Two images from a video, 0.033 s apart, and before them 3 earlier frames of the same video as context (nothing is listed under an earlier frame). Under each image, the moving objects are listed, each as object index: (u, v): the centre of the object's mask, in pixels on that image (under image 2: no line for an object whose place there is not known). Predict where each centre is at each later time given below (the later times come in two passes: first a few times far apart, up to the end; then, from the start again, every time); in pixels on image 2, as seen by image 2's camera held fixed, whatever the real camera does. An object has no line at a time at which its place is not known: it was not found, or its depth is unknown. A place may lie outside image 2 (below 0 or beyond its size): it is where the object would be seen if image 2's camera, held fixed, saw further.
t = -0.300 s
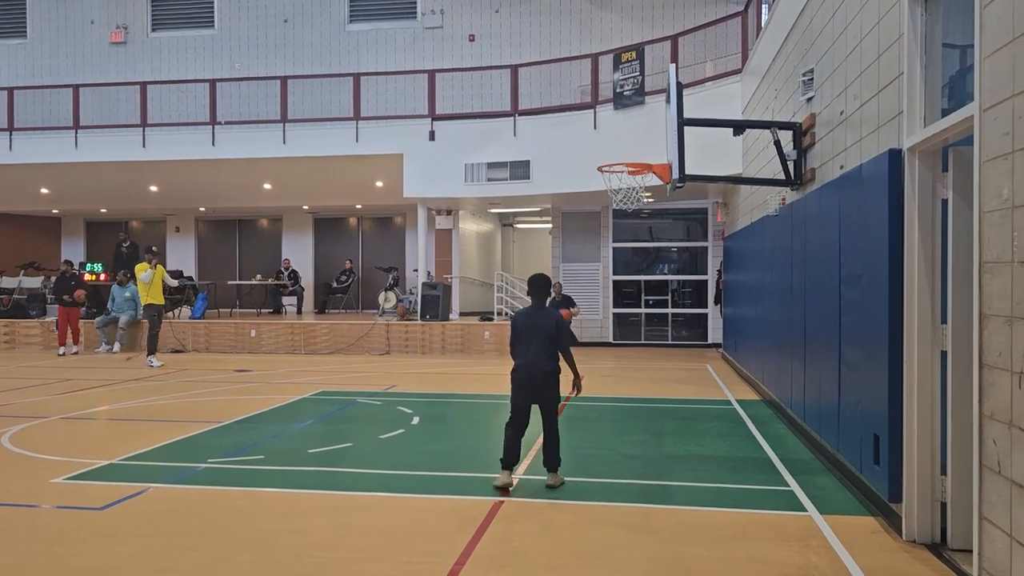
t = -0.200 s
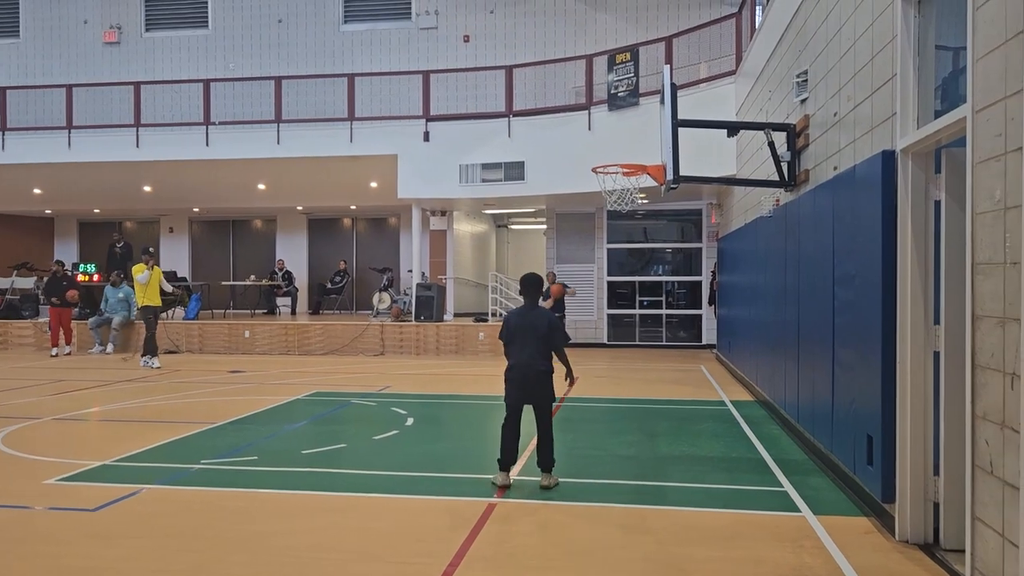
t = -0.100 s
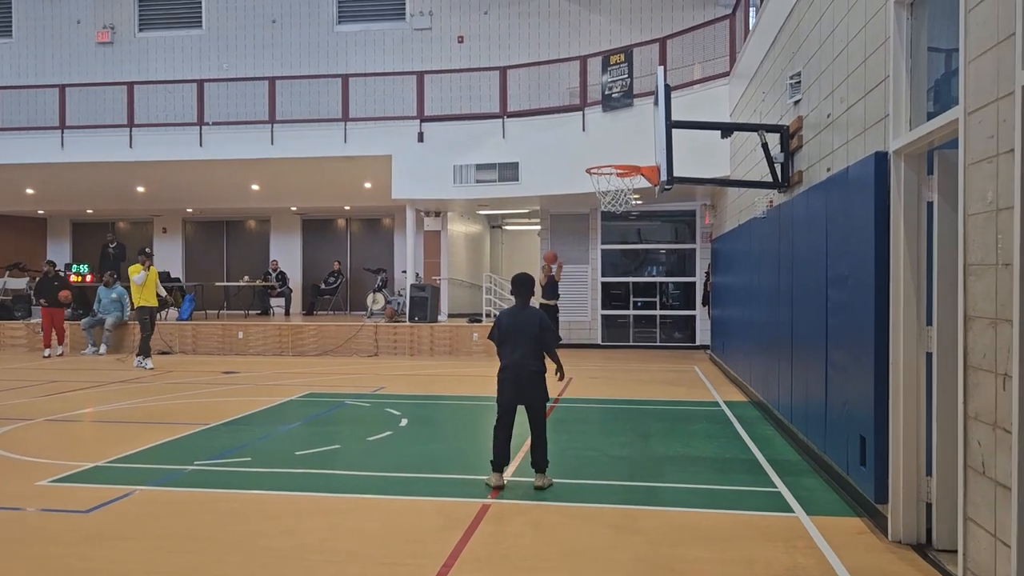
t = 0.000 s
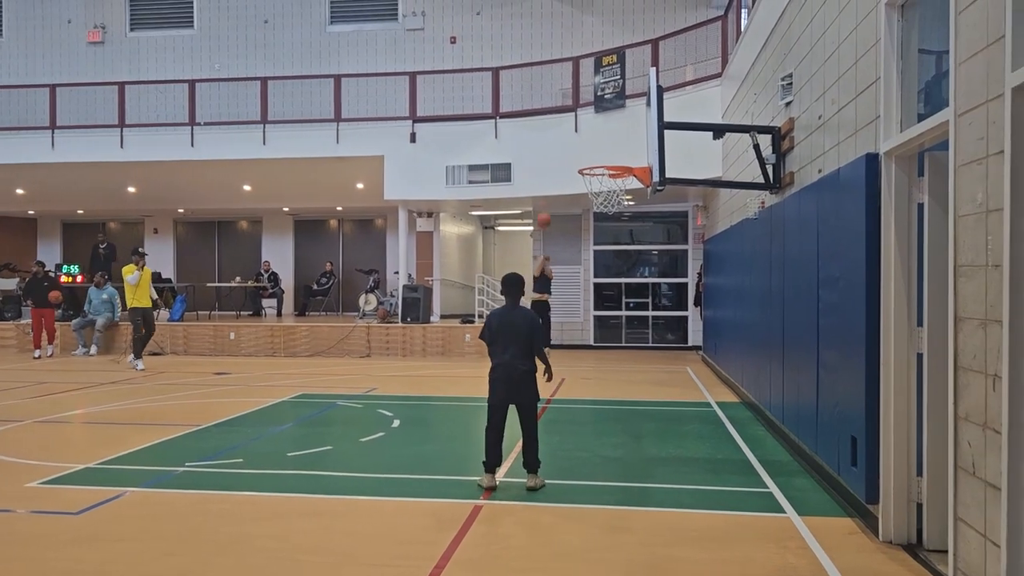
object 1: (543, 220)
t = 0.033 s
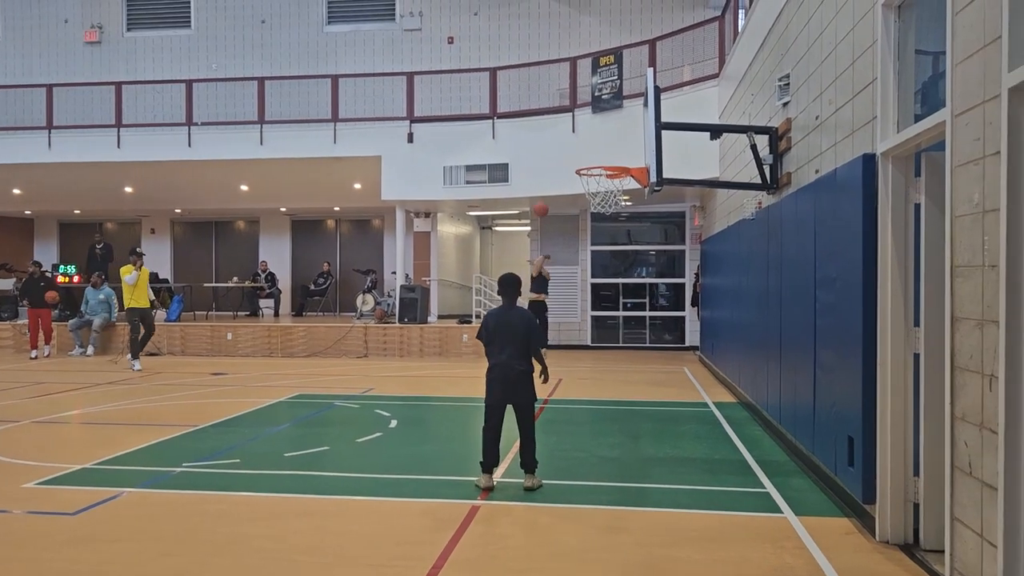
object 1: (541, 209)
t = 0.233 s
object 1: (541, 149)
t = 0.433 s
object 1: (541, 107)
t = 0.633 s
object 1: (542, 91)
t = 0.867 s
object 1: (541, 116)
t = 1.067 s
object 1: (539, 189)
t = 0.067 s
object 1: (541, 197)
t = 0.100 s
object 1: (541, 186)
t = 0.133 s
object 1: (541, 176)
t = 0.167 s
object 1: (541, 166)
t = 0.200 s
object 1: (542, 158)
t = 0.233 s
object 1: (541, 149)
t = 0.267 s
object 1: (542, 141)
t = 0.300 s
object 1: (542, 133)
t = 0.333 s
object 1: (542, 125)
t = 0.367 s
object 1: (542, 118)
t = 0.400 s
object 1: (542, 113)
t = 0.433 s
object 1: (541, 107)
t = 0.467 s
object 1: (541, 102)
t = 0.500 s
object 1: (542, 99)
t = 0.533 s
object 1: (542, 95)
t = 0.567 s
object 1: (542, 93)
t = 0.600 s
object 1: (542, 92)
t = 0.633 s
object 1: (542, 91)
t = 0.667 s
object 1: (542, 91)
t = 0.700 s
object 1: (542, 93)
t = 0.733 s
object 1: (542, 95)
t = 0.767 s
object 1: (542, 99)
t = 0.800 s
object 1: (541, 102)
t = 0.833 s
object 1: (541, 109)
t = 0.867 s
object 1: (541, 116)
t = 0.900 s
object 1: (540, 124)
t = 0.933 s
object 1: (540, 135)
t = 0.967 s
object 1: (540, 146)
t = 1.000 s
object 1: (539, 159)
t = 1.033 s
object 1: (539, 173)
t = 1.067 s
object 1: (539, 189)
